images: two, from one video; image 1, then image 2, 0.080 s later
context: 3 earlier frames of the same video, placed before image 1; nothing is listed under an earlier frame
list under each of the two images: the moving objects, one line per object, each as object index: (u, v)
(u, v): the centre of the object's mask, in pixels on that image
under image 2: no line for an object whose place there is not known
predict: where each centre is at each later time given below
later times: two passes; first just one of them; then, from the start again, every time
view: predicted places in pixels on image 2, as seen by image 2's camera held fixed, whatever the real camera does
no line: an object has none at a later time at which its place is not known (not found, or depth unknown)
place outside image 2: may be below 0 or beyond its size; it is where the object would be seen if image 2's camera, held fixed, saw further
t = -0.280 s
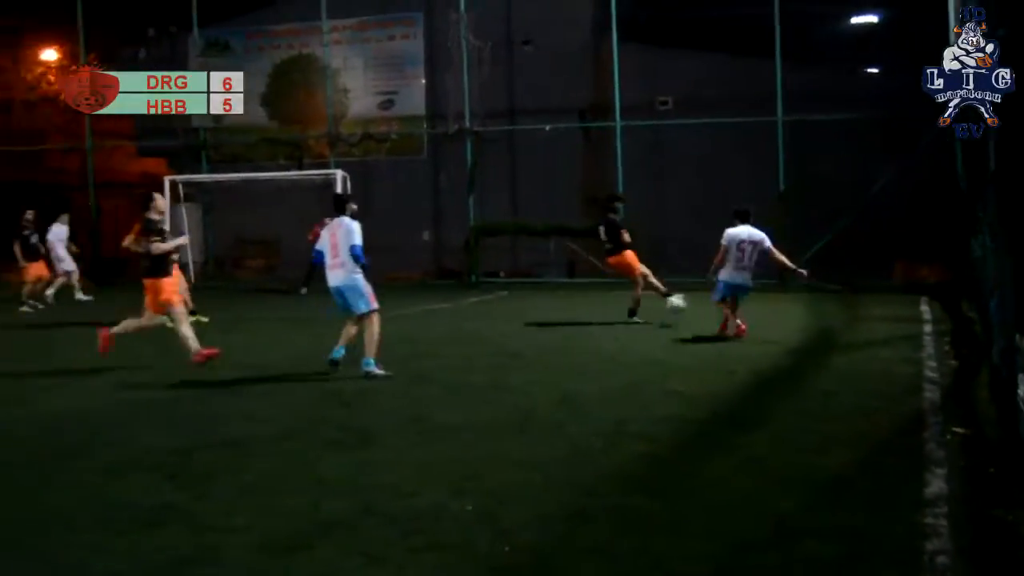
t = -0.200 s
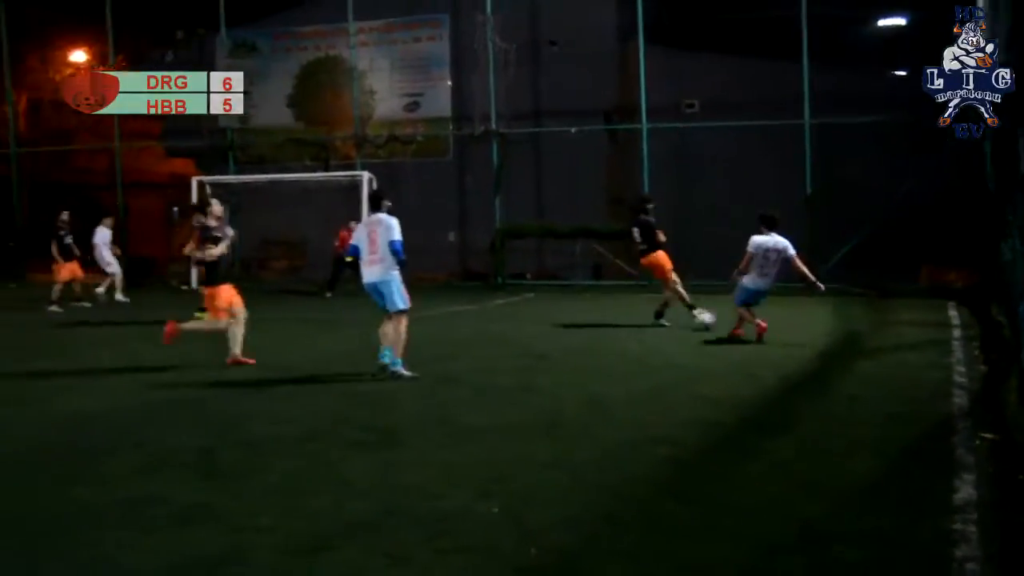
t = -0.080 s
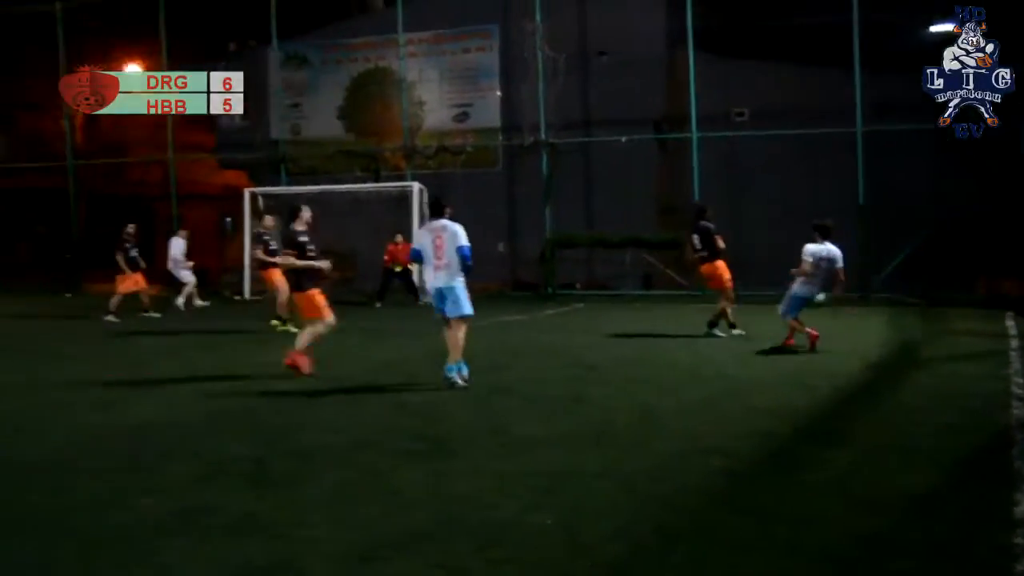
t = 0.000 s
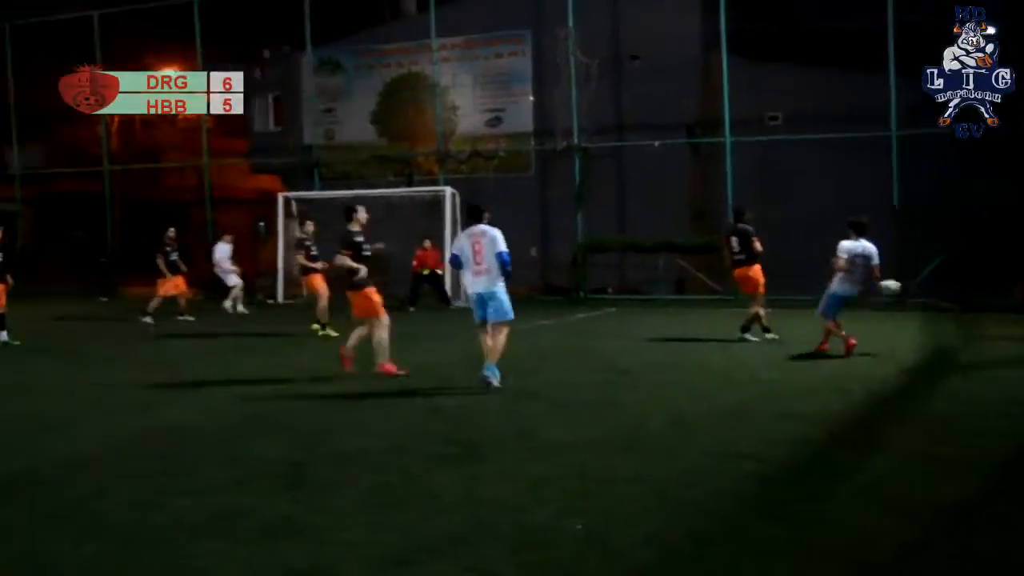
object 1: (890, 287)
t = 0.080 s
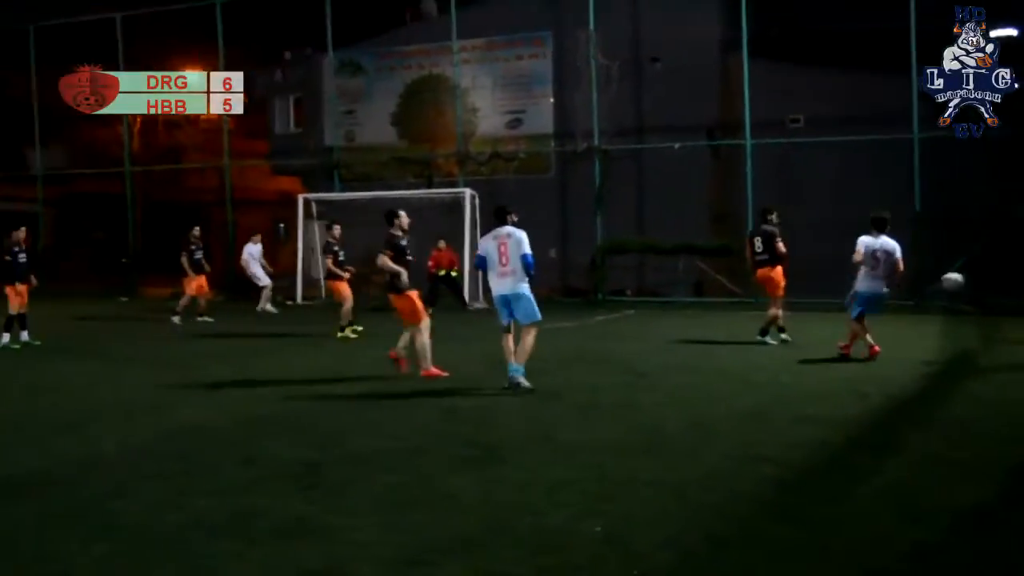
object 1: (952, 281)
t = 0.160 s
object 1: (999, 278)
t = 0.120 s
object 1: (975, 279)
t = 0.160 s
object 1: (999, 278)
